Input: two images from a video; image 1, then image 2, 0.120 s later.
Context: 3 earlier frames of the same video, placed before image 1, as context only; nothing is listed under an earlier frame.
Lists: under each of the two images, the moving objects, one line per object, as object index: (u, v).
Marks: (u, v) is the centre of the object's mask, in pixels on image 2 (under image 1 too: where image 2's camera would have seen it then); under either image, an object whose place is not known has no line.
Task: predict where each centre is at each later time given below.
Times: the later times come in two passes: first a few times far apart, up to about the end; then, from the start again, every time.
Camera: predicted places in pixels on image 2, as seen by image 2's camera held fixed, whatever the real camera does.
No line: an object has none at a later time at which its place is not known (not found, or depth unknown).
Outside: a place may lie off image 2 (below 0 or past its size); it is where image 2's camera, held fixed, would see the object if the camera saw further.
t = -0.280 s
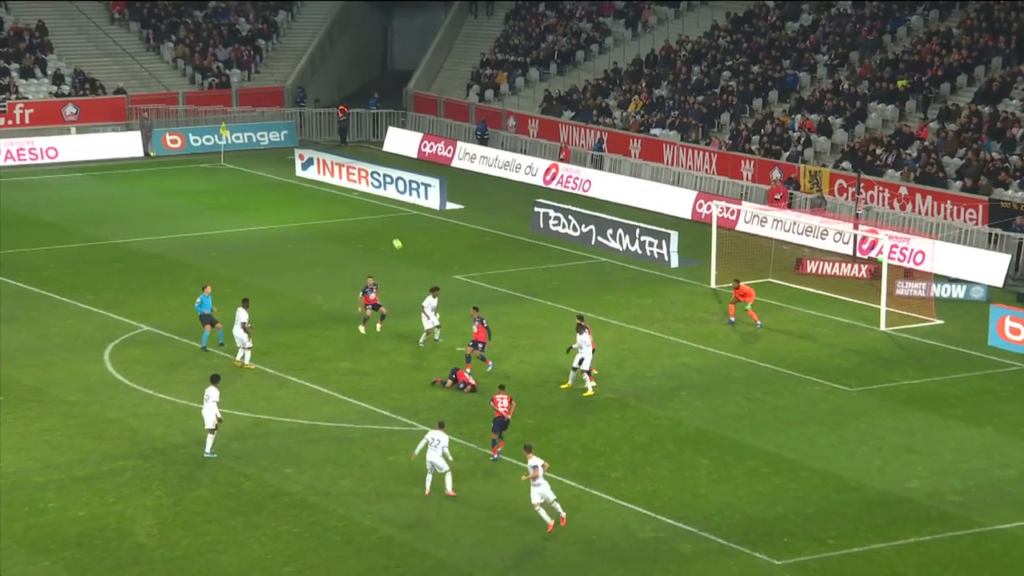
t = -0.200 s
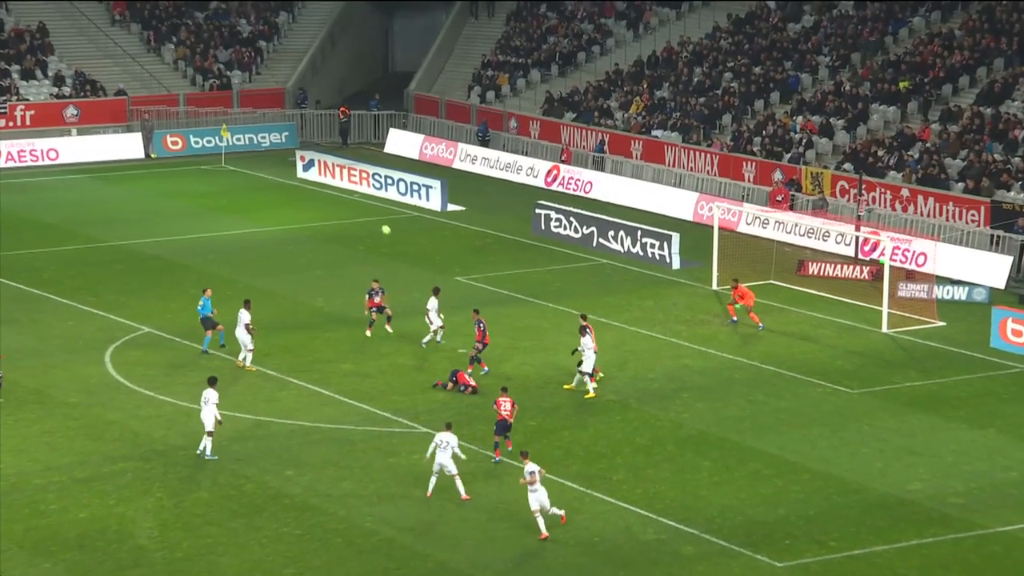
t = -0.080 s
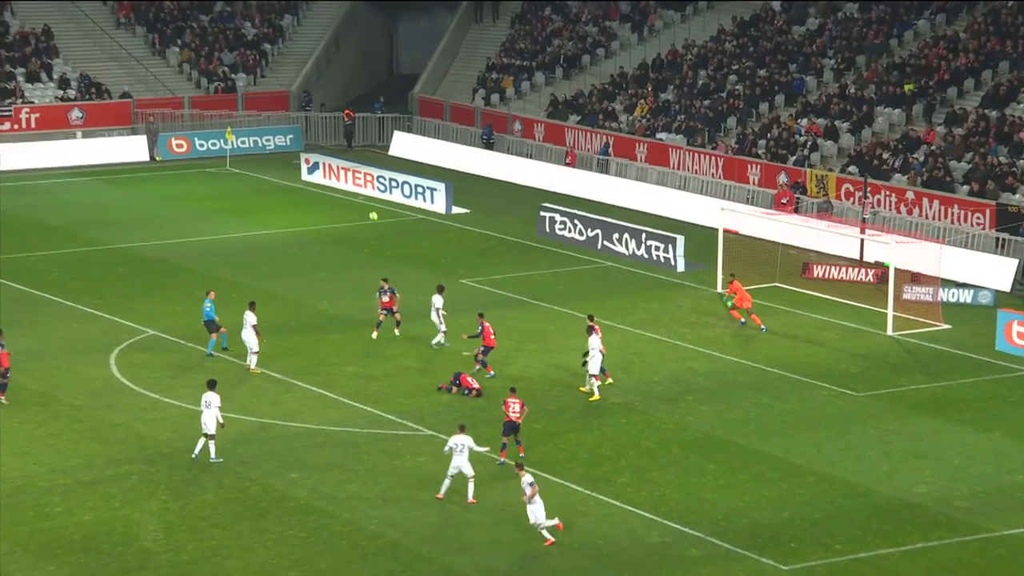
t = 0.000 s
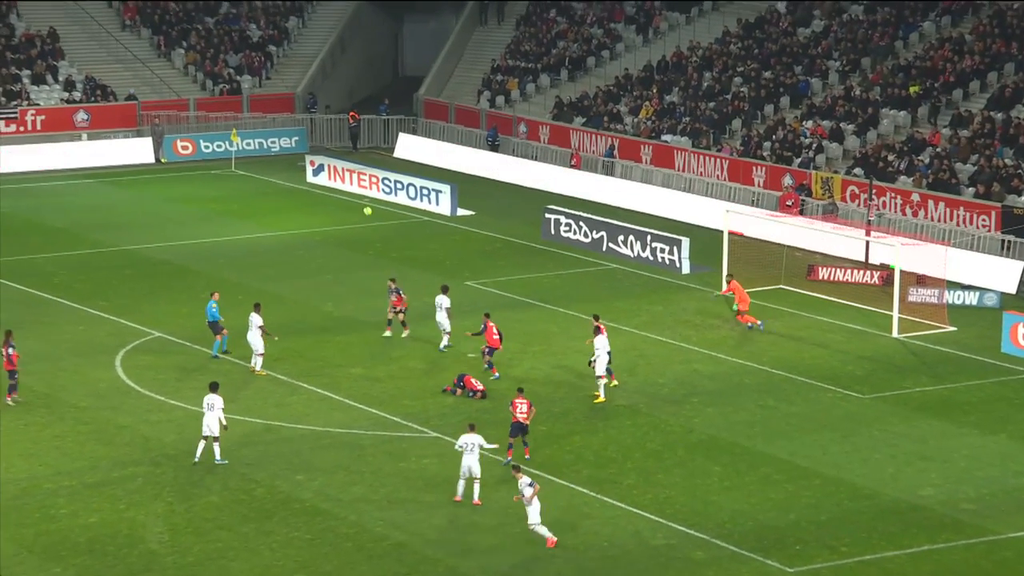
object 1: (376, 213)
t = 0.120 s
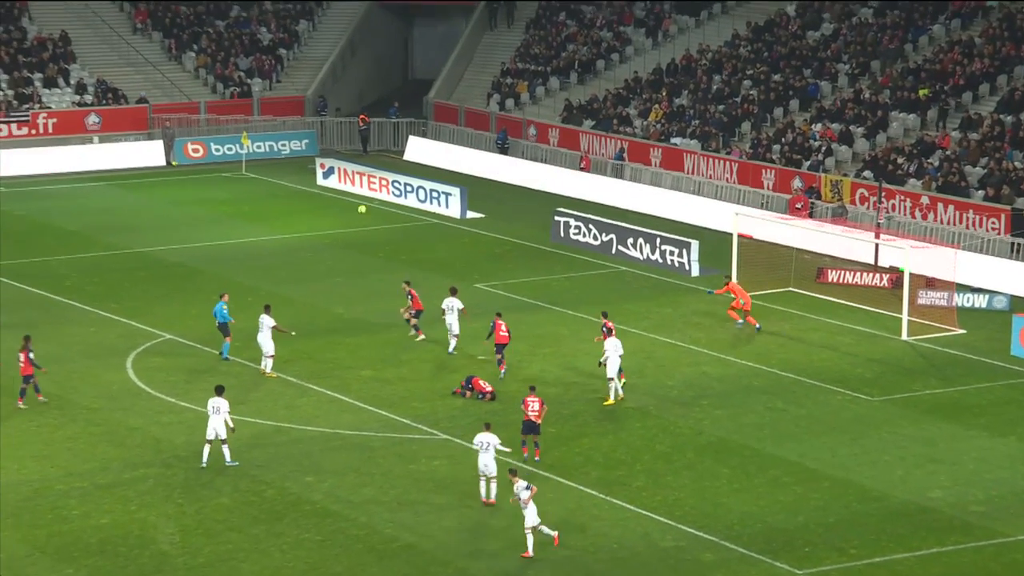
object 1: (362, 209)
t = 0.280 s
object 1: (344, 213)
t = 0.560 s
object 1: (317, 245)
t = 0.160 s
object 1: (357, 209)
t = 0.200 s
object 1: (353, 210)
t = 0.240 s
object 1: (349, 211)
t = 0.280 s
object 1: (344, 213)
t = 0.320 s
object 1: (340, 216)
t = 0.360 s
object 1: (336, 219)
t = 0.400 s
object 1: (332, 223)
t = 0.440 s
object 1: (329, 228)
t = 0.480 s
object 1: (325, 233)
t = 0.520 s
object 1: (321, 238)
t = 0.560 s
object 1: (317, 245)
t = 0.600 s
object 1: (314, 251)
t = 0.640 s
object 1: (310, 259)
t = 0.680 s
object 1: (307, 266)
